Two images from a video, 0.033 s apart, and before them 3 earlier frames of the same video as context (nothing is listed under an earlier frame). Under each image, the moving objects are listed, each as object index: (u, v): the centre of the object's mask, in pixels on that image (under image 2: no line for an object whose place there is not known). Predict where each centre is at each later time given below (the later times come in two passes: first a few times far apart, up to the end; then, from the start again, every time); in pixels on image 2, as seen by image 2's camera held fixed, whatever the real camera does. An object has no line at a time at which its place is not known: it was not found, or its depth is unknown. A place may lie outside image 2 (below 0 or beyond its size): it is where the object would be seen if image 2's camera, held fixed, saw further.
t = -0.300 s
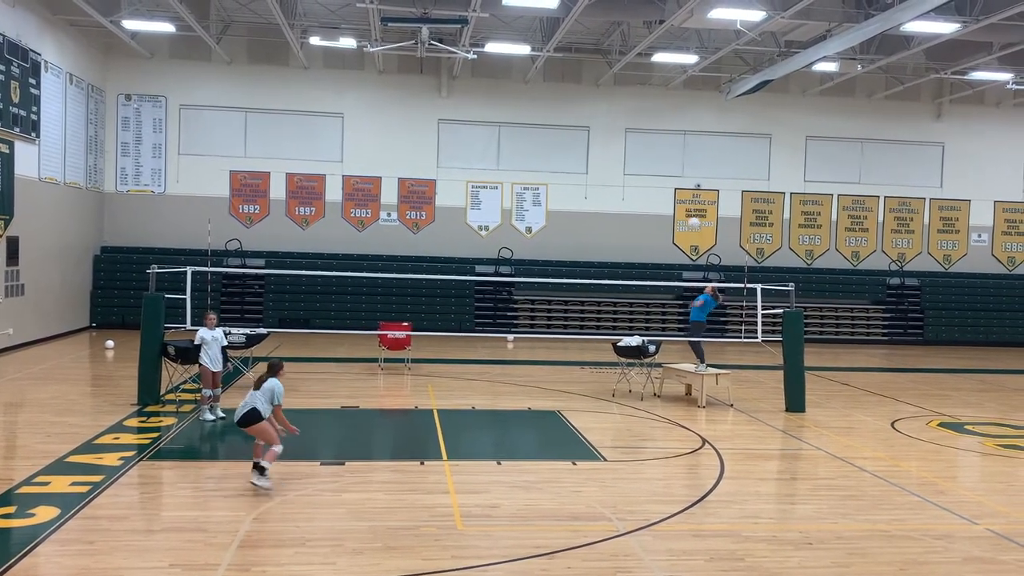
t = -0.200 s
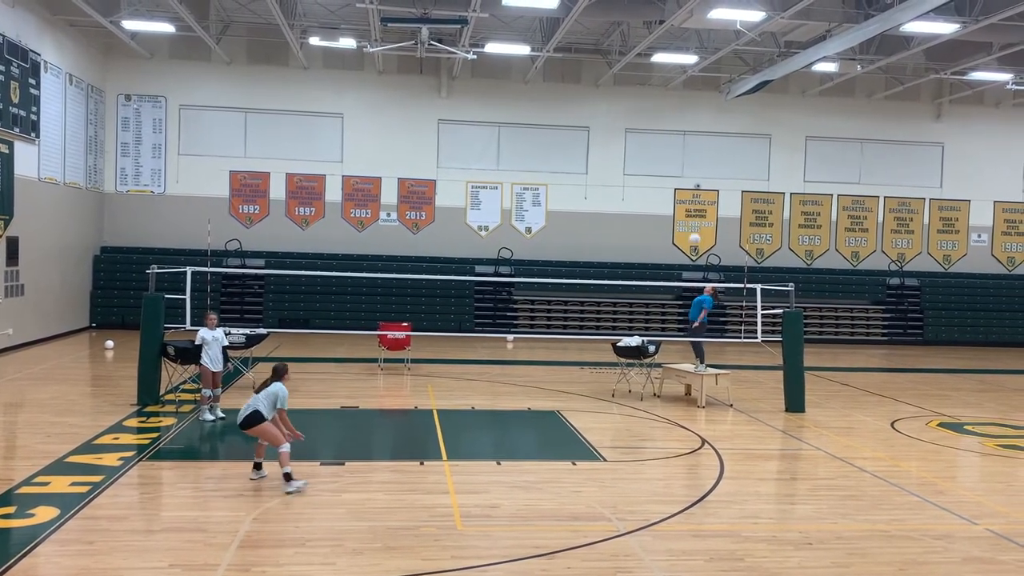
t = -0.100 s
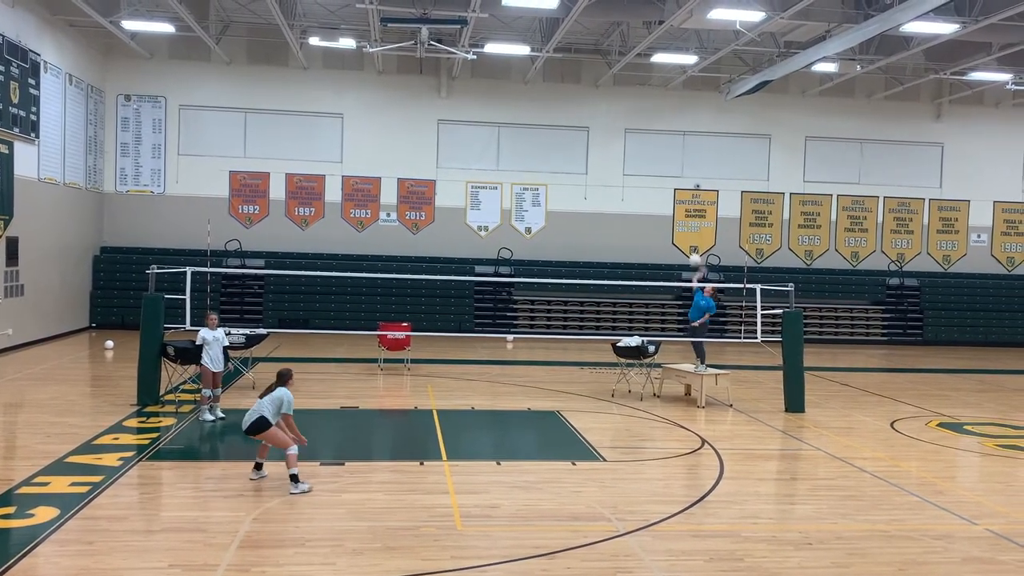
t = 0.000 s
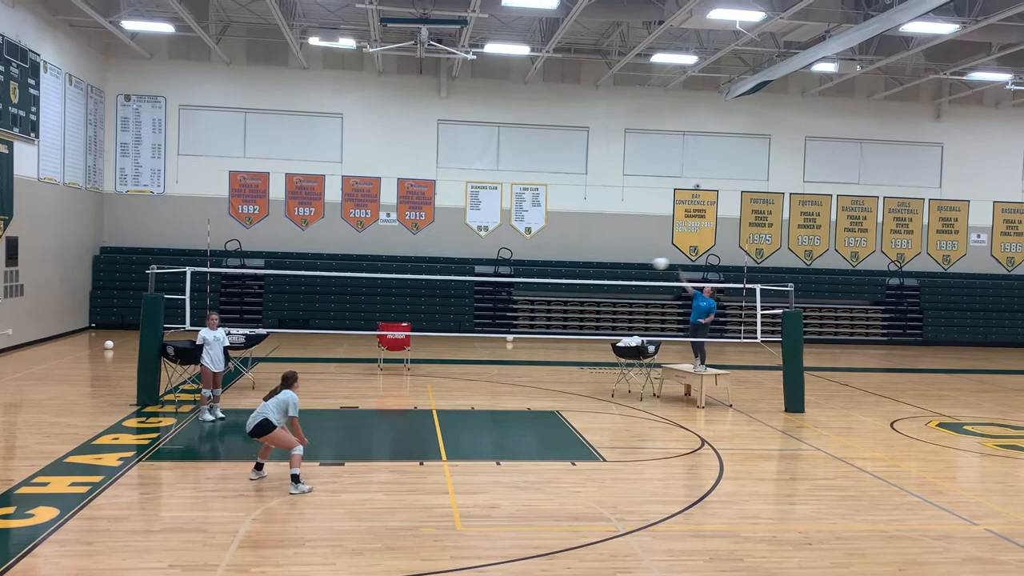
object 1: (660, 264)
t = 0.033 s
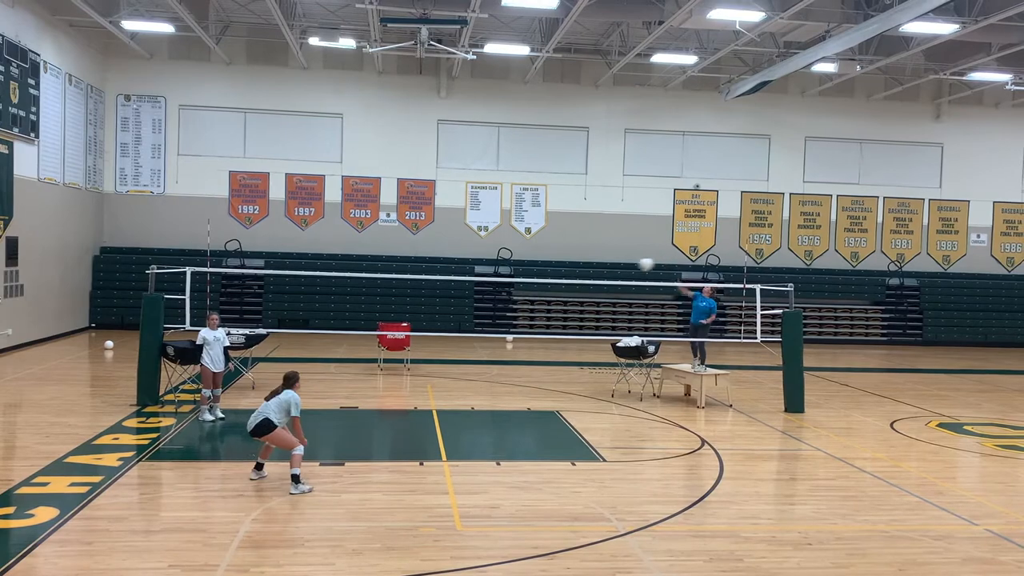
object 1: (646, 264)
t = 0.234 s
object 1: (547, 287)
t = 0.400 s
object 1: (446, 336)
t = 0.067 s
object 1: (631, 266)
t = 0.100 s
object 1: (615, 268)
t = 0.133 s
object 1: (599, 271)
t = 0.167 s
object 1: (583, 275)
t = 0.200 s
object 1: (566, 280)
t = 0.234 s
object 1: (547, 287)
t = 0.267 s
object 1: (529, 293)
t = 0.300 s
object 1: (509, 303)
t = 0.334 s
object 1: (489, 313)
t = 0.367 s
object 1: (468, 324)
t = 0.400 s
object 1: (446, 336)
